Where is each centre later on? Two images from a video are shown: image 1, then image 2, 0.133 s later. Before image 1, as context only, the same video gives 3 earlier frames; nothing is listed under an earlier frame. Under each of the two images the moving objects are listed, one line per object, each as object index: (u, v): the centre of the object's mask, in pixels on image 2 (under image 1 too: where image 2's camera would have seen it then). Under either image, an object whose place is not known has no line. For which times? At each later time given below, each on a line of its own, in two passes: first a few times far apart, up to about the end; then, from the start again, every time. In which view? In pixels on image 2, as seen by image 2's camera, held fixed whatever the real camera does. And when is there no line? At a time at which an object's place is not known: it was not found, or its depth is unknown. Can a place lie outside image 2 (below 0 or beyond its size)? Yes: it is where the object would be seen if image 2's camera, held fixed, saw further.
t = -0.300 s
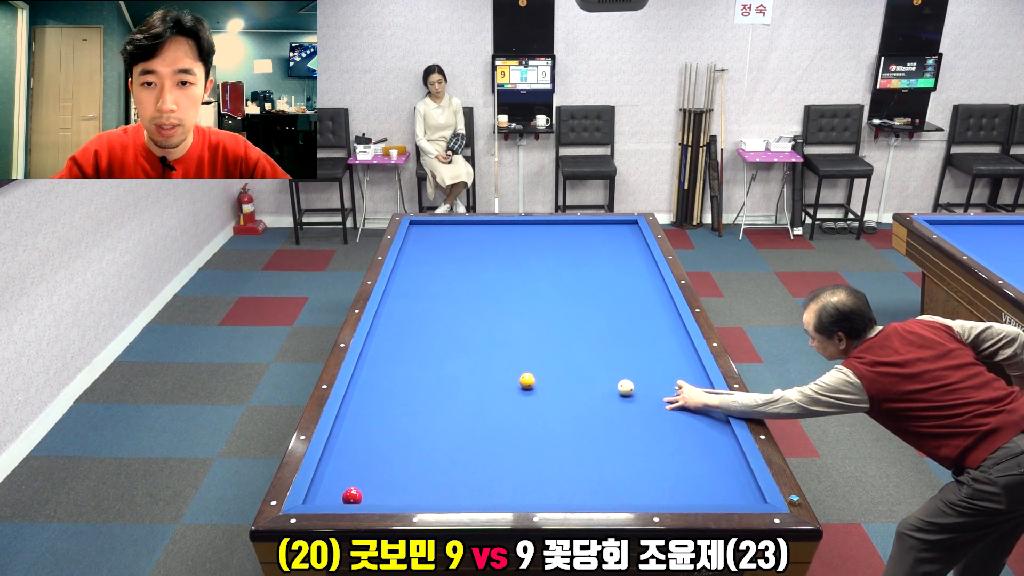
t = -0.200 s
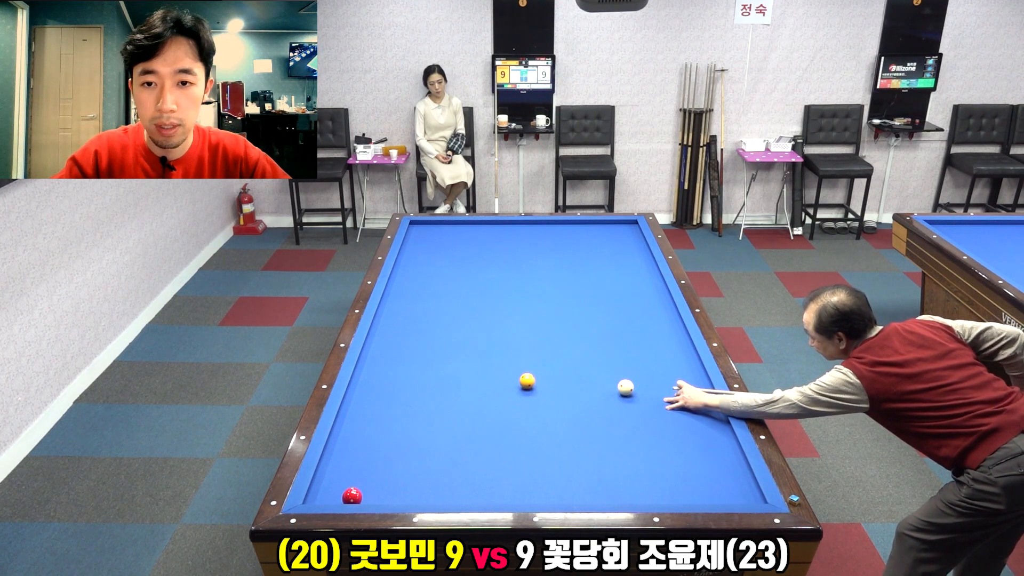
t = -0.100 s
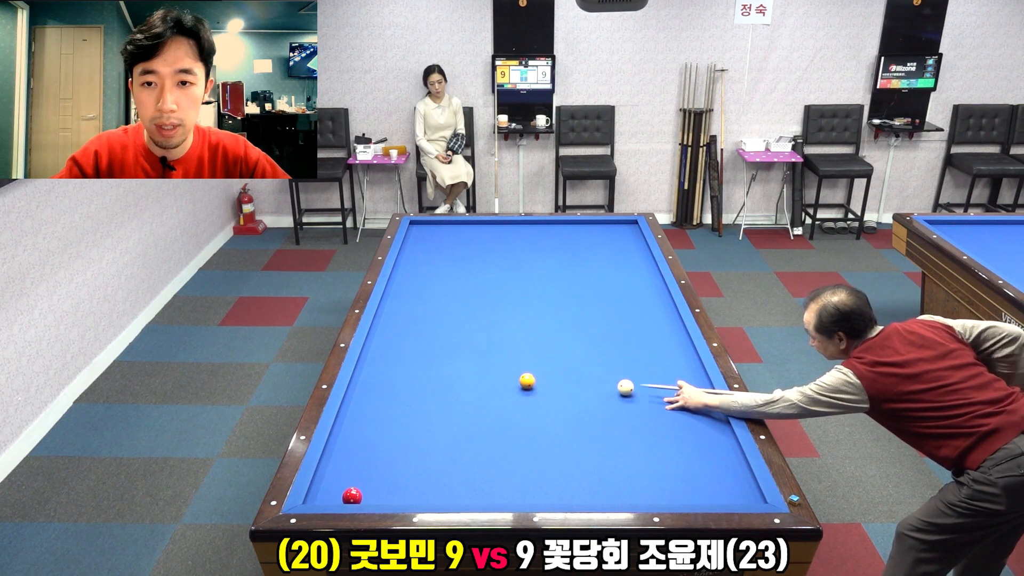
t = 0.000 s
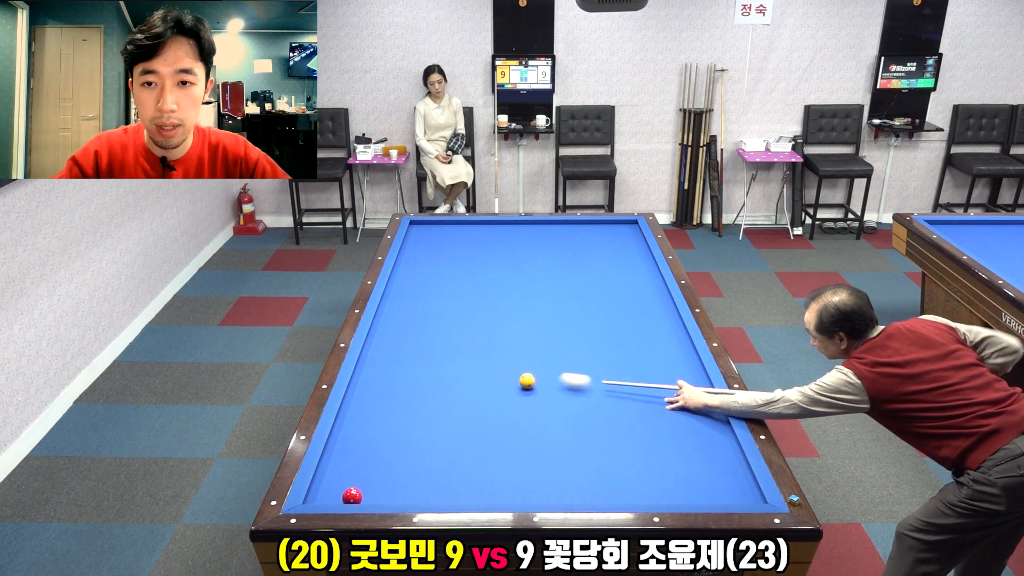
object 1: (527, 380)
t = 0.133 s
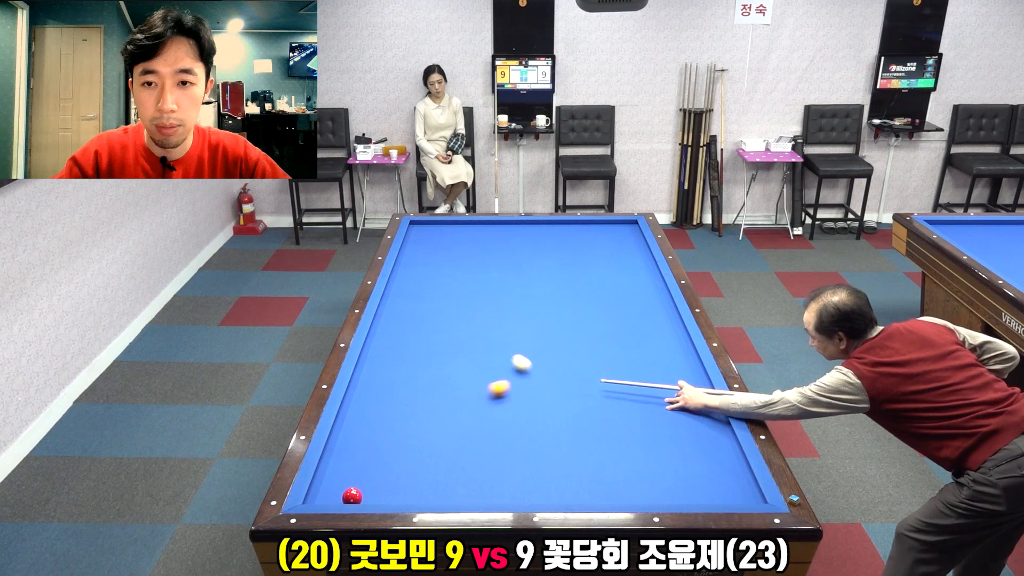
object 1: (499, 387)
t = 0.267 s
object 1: (455, 400)
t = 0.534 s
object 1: (379, 421)
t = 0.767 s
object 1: (354, 439)
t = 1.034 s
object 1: (392, 454)
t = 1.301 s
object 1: (431, 471)
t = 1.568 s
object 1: (471, 487)
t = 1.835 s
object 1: (512, 494)
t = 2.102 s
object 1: (547, 486)
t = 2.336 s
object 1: (575, 478)
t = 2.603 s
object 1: (606, 470)
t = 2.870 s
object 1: (636, 462)
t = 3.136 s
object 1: (664, 455)
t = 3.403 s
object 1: (690, 448)
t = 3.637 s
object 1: (711, 442)
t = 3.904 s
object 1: (724, 436)
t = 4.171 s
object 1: (707, 430)
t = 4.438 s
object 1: (690, 425)
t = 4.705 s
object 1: (675, 420)
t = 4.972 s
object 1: (661, 415)
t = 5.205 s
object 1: (650, 411)
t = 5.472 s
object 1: (638, 407)
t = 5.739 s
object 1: (627, 403)
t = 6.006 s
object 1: (617, 400)
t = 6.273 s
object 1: (607, 397)
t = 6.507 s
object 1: (600, 394)
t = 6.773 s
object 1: (592, 392)
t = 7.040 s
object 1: (585, 390)
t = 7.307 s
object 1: (578, 387)
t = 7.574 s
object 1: (573, 386)
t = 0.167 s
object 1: (487, 390)
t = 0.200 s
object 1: (476, 394)
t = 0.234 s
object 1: (465, 397)
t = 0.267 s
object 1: (455, 400)
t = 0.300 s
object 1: (445, 403)
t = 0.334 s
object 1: (435, 405)
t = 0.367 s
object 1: (426, 408)
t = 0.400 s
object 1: (417, 411)
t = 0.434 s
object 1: (407, 413)
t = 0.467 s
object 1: (398, 416)
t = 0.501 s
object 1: (388, 419)
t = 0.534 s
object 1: (379, 421)
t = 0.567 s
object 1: (369, 424)
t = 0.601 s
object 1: (359, 427)
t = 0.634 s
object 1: (349, 430)
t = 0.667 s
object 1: (340, 433)
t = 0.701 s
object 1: (342, 435)
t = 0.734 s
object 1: (348, 437)
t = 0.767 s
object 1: (354, 439)
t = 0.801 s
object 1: (359, 441)
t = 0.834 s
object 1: (364, 442)
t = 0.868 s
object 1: (368, 444)
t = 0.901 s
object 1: (373, 446)
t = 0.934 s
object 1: (378, 449)
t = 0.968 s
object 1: (382, 450)
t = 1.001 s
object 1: (387, 452)
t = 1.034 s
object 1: (392, 454)
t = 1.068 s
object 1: (397, 456)
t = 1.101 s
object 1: (401, 458)
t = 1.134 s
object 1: (406, 460)
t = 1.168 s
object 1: (411, 462)
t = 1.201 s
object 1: (416, 464)
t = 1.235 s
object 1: (421, 466)
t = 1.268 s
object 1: (426, 468)
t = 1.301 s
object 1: (431, 471)
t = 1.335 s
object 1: (436, 473)
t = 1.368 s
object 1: (441, 475)
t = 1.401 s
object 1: (446, 477)
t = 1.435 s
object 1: (451, 479)
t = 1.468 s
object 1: (456, 480)
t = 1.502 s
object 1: (461, 483)
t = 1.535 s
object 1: (466, 485)
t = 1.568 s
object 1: (471, 487)
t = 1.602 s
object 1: (477, 489)
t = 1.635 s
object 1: (482, 491)
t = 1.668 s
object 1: (487, 493)
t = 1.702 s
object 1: (493, 494)
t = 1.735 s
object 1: (498, 496)
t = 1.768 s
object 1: (503, 496)
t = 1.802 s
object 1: (507, 495)
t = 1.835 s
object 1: (512, 494)
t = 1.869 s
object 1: (517, 493)
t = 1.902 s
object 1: (521, 492)
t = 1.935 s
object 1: (525, 491)
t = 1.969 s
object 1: (530, 490)
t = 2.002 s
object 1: (534, 489)
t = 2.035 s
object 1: (538, 488)
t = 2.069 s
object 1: (543, 487)
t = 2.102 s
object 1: (547, 486)
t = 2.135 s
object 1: (551, 485)
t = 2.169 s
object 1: (555, 483)
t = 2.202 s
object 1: (559, 482)
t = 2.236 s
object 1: (563, 482)
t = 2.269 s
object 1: (567, 480)
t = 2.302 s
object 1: (572, 479)
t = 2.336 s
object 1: (575, 478)
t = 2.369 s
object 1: (579, 477)
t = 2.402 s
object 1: (583, 476)
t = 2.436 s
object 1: (587, 475)
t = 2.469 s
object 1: (591, 474)
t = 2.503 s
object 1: (595, 473)
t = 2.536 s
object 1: (599, 472)
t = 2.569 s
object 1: (603, 471)
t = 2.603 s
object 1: (606, 470)
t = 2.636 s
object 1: (610, 469)
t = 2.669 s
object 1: (614, 468)
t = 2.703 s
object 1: (618, 467)
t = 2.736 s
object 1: (621, 466)
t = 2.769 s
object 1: (625, 465)
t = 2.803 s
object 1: (629, 464)
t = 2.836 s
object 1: (632, 463)
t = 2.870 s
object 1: (636, 462)
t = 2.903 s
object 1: (639, 461)
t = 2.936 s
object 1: (643, 460)
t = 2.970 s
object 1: (646, 459)
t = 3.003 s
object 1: (650, 458)
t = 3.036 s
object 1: (653, 457)
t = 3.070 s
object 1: (657, 457)
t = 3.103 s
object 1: (660, 456)
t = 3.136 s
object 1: (664, 455)
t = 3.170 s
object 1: (667, 454)
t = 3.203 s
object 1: (670, 453)
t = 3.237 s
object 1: (674, 452)
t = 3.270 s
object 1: (677, 451)
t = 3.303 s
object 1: (680, 451)
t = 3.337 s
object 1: (683, 450)
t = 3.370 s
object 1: (686, 449)
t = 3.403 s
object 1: (690, 448)
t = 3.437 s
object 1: (693, 447)
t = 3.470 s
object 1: (696, 446)
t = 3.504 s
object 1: (699, 445)
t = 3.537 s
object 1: (702, 445)
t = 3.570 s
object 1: (705, 444)
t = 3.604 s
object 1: (708, 443)
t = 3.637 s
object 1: (711, 442)
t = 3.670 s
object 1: (714, 441)
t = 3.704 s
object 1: (717, 441)
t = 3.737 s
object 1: (720, 440)
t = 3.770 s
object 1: (723, 439)
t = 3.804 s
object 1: (726, 439)
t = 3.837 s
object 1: (728, 438)
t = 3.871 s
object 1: (726, 437)
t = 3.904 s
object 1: (724, 436)
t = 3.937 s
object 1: (722, 435)
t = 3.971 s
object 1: (719, 434)
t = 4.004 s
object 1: (717, 433)
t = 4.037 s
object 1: (715, 433)
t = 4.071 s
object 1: (713, 432)
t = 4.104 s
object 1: (711, 431)
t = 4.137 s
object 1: (709, 431)
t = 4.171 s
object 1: (707, 430)
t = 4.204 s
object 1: (705, 429)
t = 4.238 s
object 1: (702, 428)
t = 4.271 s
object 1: (700, 427)
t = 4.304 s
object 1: (698, 427)
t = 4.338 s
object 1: (696, 426)
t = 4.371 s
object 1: (694, 426)
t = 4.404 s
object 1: (692, 425)
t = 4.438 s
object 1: (690, 425)
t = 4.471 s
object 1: (688, 424)
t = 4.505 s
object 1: (686, 423)
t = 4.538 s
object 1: (684, 422)
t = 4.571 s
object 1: (683, 422)
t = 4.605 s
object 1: (681, 421)
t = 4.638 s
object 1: (679, 421)
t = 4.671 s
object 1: (677, 420)
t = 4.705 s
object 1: (675, 420)
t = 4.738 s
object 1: (674, 419)
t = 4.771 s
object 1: (672, 418)
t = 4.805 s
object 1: (670, 418)
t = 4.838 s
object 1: (668, 417)
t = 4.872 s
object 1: (667, 416)
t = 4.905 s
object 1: (665, 416)
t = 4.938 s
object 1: (663, 415)
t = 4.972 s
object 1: (661, 415)
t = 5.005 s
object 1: (660, 414)
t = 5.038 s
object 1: (658, 414)
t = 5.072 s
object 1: (657, 413)
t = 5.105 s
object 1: (655, 413)
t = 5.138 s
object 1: (653, 412)
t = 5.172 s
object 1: (652, 412)
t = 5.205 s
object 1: (650, 411)
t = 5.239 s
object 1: (649, 410)
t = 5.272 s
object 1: (647, 410)
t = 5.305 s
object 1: (646, 409)
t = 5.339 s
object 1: (644, 409)
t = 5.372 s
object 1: (643, 408)
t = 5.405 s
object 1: (641, 408)
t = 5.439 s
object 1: (640, 407)
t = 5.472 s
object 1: (638, 407)
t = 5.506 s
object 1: (637, 406)
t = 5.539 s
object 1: (635, 406)
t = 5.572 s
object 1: (634, 406)
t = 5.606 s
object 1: (633, 405)
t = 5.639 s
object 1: (631, 405)
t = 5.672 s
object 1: (630, 404)
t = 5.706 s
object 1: (628, 404)
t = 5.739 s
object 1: (627, 403)
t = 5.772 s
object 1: (626, 403)
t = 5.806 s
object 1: (625, 403)
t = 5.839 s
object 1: (623, 402)
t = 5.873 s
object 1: (622, 402)
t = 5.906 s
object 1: (621, 401)
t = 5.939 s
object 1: (619, 401)
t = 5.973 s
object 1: (618, 400)
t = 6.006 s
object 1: (617, 400)
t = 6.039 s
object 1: (616, 399)
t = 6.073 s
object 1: (614, 399)
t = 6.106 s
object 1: (613, 399)
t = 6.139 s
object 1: (612, 398)
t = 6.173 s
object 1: (611, 398)
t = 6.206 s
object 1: (610, 397)
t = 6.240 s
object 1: (609, 397)
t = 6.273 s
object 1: (607, 397)
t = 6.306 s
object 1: (606, 397)
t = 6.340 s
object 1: (605, 396)
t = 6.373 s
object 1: (604, 396)
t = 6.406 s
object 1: (603, 395)
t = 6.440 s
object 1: (602, 395)
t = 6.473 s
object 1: (601, 395)
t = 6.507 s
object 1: (600, 394)
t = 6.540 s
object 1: (599, 394)
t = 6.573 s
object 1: (598, 394)
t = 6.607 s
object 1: (597, 393)
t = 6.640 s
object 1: (596, 393)
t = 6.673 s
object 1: (595, 393)
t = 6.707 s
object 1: (594, 392)
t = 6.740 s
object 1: (593, 392)
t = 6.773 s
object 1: (592, 392)
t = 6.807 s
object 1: (591, 392)
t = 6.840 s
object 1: (590, 391)
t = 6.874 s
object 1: (589, 391)
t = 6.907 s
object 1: (588, 391)
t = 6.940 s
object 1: (588, 391)
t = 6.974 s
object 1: (587, 390)
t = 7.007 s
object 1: (586, 390)
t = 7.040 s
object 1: (585, 390)
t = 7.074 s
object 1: (584, 389)
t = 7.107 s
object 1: (583, 389)
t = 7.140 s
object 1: (582, 389)
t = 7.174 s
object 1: (582, 388)
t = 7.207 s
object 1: (581, 388)
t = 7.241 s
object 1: (580, 388)
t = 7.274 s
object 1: (579, 388)
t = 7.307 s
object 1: (578, 387)
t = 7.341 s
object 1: (578, 387)
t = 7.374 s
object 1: (577, 387)
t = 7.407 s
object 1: (576, 387)
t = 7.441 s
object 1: (576, 387)
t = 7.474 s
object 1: (575, 386)
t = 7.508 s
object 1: (574, 386)
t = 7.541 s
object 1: (573, 386)
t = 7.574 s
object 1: (573, 386)
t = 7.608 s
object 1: (572, 386)
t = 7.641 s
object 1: (571, 385)
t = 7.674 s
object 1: (571, 385)
